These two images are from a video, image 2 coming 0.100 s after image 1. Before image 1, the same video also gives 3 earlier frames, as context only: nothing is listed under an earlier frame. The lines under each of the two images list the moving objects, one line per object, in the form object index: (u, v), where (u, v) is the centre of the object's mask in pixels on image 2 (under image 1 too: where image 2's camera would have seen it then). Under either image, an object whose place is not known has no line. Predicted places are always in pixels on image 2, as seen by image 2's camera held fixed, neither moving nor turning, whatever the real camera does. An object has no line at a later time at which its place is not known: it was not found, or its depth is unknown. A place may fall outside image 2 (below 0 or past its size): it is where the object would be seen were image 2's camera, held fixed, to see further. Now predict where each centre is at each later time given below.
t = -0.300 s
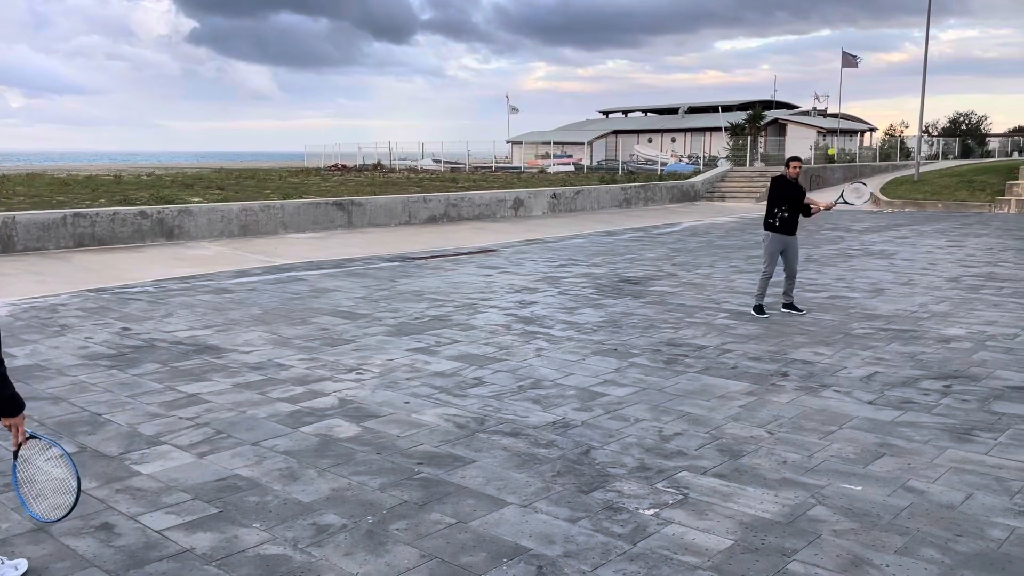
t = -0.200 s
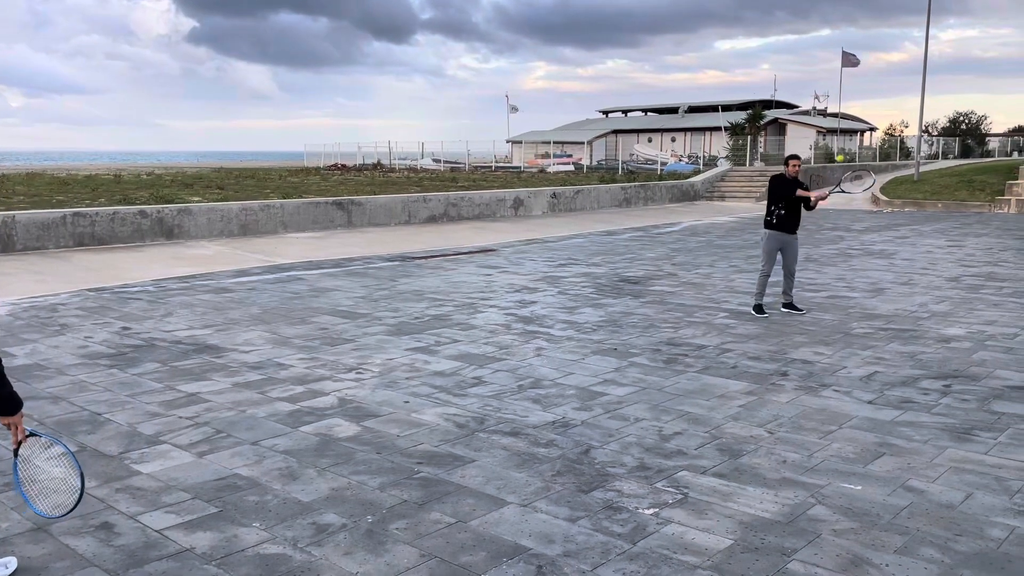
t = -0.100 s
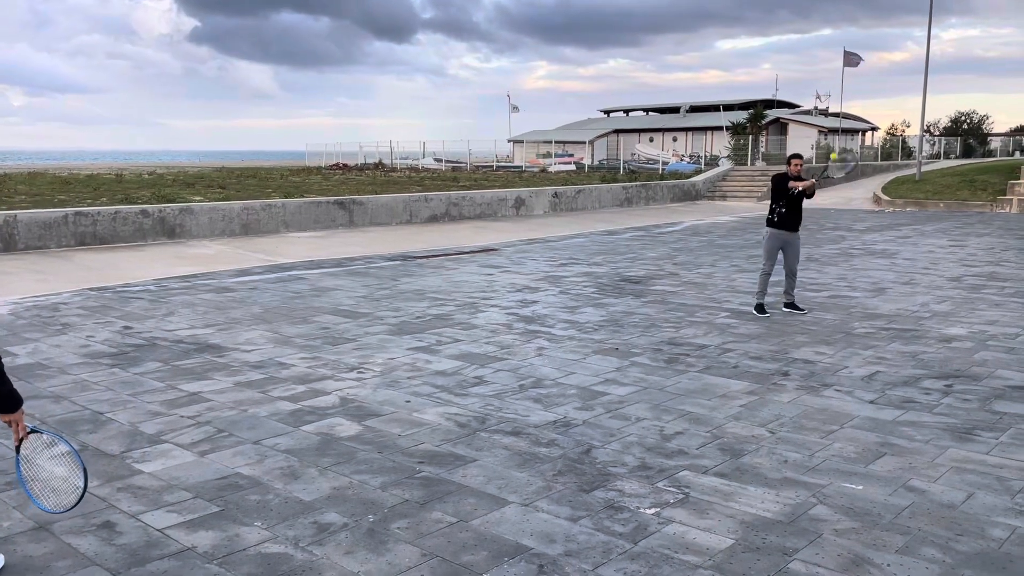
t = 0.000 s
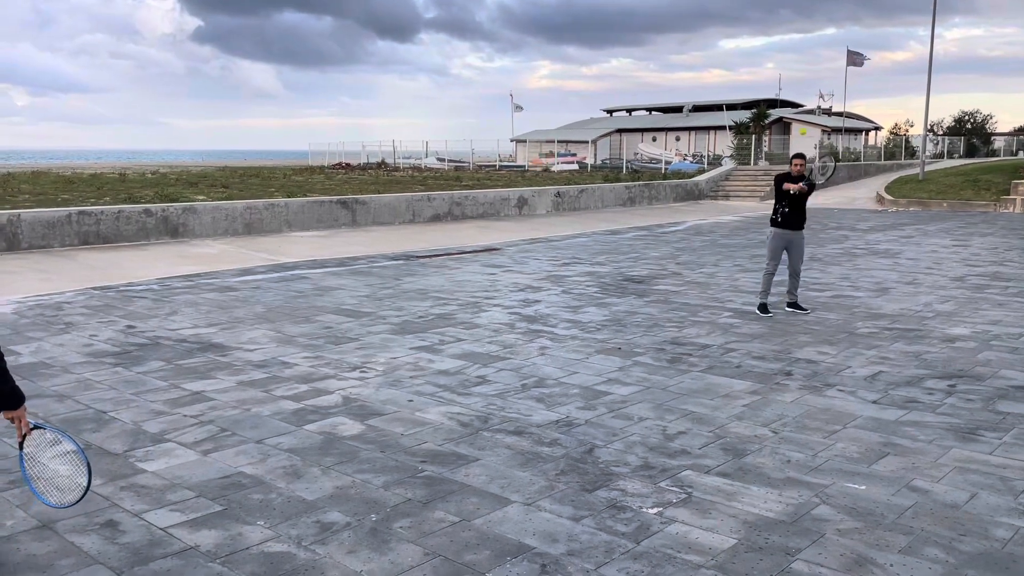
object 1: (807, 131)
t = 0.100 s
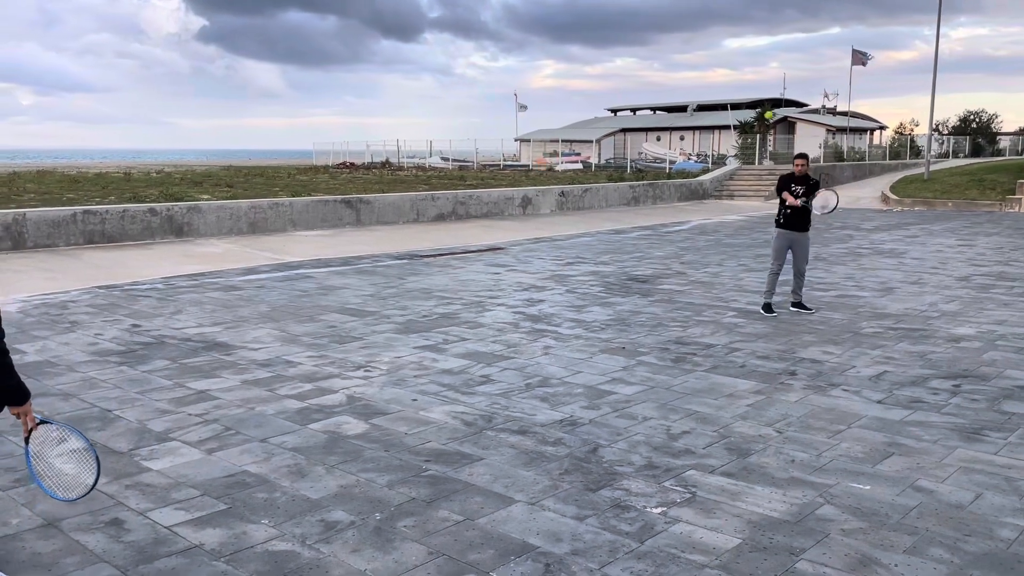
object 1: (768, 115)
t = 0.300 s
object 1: (677, 117)
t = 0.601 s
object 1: (495, 234)
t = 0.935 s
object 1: (238, 427)
